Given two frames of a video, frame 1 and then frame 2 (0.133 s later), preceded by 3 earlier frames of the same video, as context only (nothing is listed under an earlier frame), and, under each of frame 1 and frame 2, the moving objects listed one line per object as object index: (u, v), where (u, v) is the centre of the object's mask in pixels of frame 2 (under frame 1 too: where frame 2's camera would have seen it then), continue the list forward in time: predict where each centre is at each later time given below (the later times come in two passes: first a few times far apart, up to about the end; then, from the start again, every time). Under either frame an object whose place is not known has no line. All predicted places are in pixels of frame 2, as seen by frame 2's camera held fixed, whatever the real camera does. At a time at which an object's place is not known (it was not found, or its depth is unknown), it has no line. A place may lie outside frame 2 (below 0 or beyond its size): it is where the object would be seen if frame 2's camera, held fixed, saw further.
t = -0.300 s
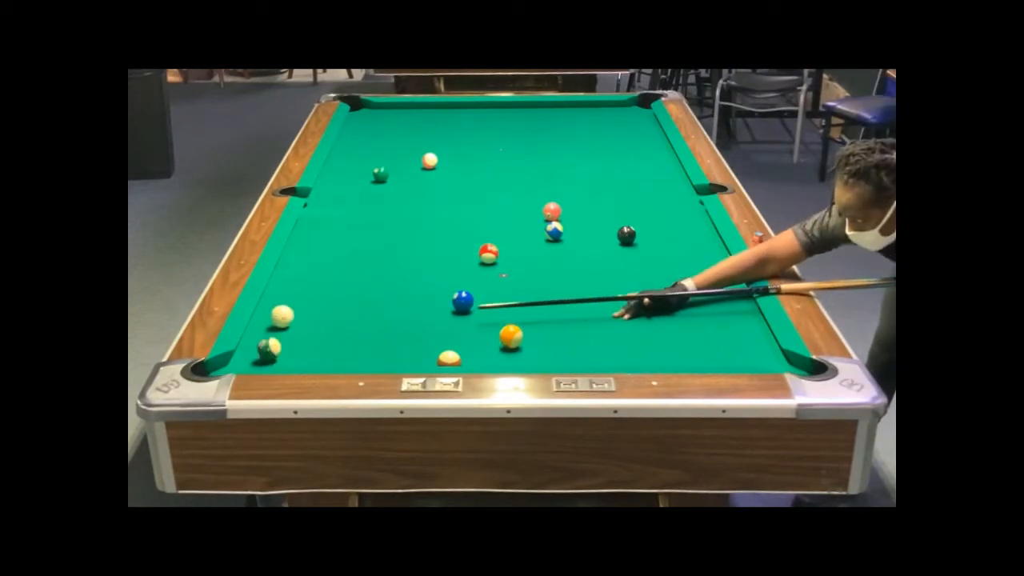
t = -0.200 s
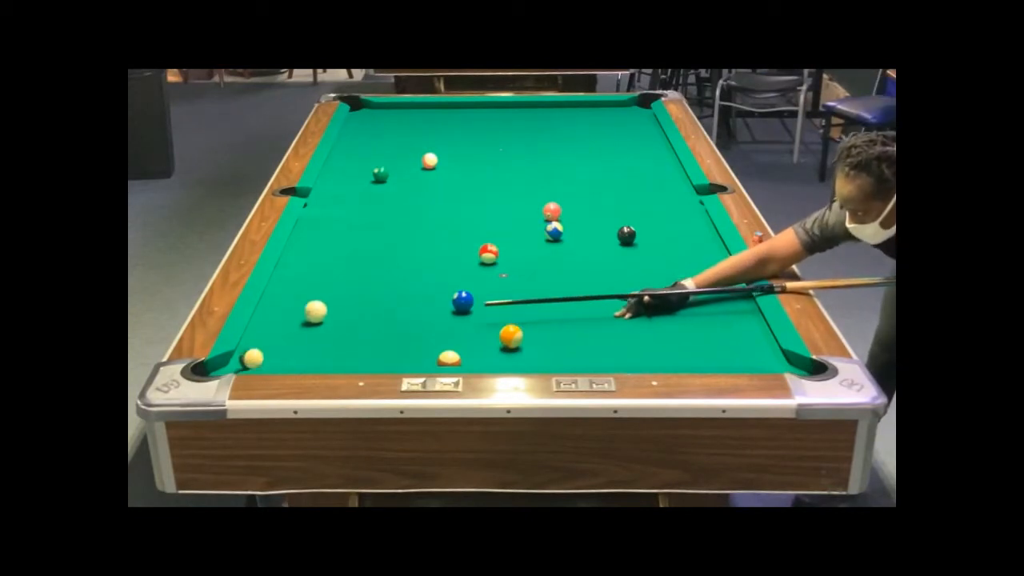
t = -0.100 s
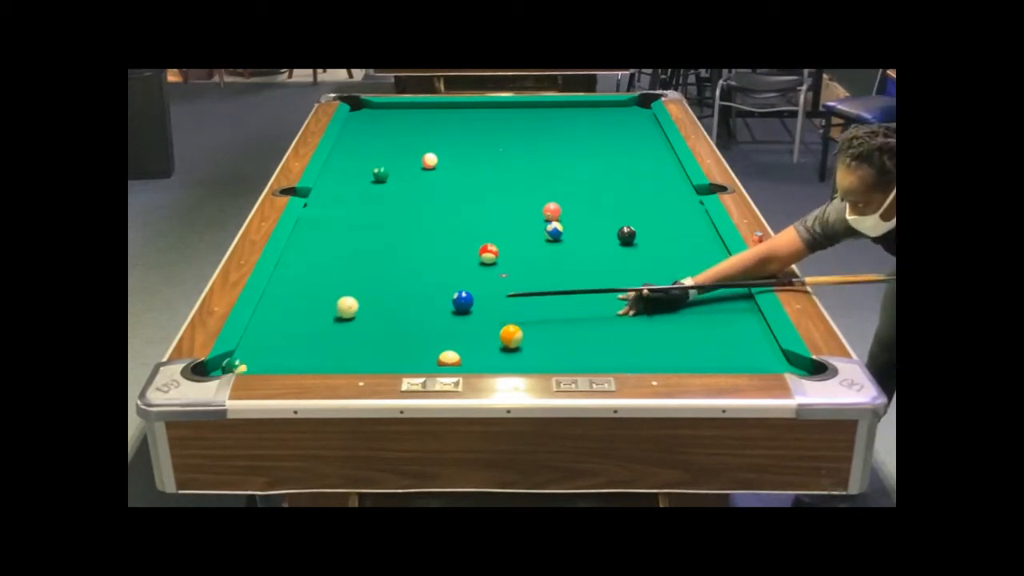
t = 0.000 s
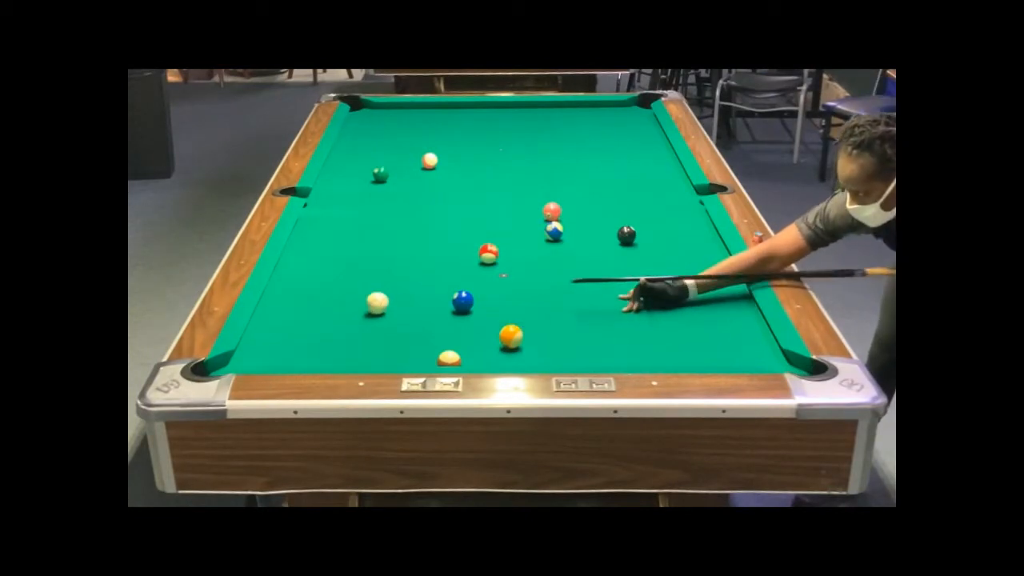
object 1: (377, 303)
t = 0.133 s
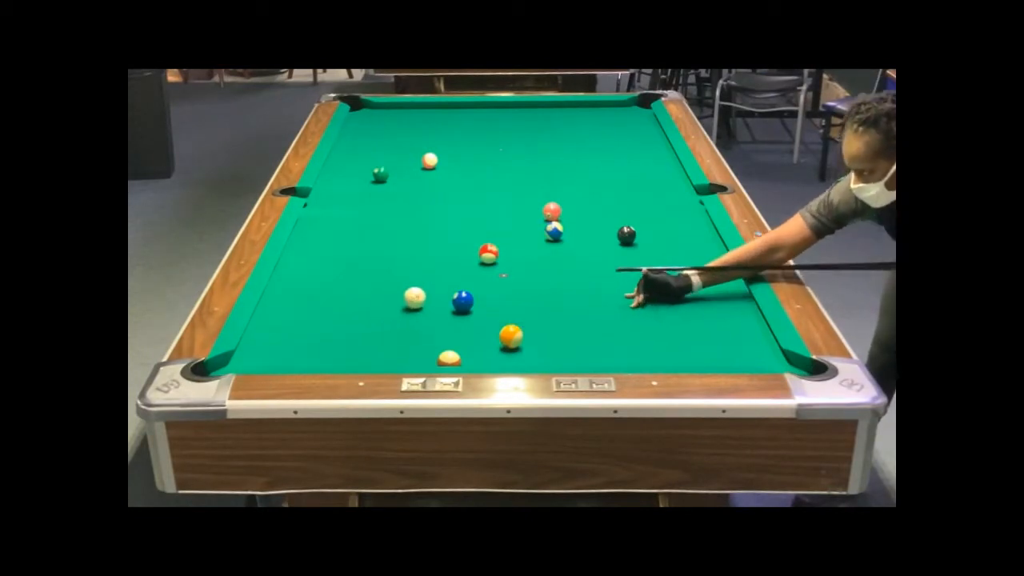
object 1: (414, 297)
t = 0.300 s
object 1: (455, 289)
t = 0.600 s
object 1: (524, 283)
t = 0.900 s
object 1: (579, 275)
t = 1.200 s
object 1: (624, 269)
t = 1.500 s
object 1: (659, 264)
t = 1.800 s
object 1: (685, 260)
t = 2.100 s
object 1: (702, 258)
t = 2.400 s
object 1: (709, 256)
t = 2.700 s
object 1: (710, 256)
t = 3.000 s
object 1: (710, 256)
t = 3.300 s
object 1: (710, 256)
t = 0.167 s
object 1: (423, 296)
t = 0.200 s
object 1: (432, 295)
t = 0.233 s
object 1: (440, 294)
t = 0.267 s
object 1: (448, 292)
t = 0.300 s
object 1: (455, 289)
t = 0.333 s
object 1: (465, 286)
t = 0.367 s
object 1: (474, 288)
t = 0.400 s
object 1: (481, 288)
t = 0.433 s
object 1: (488, 287)
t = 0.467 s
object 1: (496, 286)
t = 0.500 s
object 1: (503, 285)
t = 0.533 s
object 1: (510, 284)
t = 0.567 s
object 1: (517, 284)
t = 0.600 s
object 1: (524, 283)
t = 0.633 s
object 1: (530, 282)
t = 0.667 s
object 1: (537, 281)
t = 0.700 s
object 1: (544, 280)
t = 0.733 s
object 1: (550, 279)
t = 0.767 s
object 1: (556, 278)
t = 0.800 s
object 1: (562, 277)
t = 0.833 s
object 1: (568, 276)
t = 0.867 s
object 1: (574, 276)
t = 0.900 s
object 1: (579, 275)
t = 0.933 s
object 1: (585, 274)
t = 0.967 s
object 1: (590, 273)
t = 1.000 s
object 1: (595, 273)
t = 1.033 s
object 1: (601, 272)
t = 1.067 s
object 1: (606, 271)
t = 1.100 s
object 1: (610, 271)
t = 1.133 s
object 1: (615, 270)
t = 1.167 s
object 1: (619, 269)
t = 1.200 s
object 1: (624, 269)
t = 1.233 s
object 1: (628, 268)
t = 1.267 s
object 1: (633, 267)
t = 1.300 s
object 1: (637, 267)
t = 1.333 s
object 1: (641, 266)
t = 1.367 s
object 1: (645, 266)
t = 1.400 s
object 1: (649, 265)
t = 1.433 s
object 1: (652, 265)
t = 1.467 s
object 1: (656, 264)
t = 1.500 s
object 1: (659, 264)
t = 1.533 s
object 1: (663, 263)
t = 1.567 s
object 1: (666, 263)
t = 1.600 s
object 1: (669, 262)
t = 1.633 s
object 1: (672, 262)
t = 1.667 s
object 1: (675, 262)
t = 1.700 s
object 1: (678, 261)
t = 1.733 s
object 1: (680, 261)
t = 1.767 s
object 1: (683, 261)
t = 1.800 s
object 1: (685, 260)
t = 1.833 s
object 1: (688, 260)
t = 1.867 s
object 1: (690, 260)
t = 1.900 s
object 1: (692, 259)
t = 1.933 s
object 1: (694, 259)
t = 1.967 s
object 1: (696, 259)
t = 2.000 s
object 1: (698, 259)
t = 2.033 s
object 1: (699, 258)
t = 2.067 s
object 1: (701, 258)
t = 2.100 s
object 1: (702, 258)
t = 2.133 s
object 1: (704, 258)
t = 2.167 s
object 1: (705, 257)
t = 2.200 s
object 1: (706, 257)
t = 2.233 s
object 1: (706, 257)
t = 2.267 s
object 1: (707, 257)
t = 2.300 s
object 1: (708, 256)
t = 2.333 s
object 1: (709, 256)
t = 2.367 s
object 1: (709, 256)
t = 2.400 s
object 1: (709, 256)
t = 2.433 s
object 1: (709, 256)
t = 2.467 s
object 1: (710, 256)
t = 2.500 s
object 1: (710, 256)
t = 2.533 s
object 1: (710, 256)
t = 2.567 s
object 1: (710, 256)
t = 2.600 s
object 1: (710, 256)
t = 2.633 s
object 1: (710, 256)
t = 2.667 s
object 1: (710, 256)
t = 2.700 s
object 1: (710, 256)
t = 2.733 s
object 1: (710, 256)
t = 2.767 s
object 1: (710, 256)
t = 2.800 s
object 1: (710, 256)
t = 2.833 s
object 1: (710, 256)
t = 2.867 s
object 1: (710, 256)
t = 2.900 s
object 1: (710, 256)
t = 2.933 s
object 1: (710, 256)
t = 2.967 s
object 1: (710, 256)
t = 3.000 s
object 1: (710, 256)
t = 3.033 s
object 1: (710, 256)
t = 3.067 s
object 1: (710, 256)
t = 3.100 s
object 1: (710, 256)
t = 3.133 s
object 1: (710, 256)
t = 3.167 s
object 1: (710, 256)
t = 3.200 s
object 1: (710, 256)
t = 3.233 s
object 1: (710, 256)
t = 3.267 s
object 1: (710, 256)
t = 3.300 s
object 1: (710, 256)
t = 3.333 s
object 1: (710, 256)
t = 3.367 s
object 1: (710, 256)
